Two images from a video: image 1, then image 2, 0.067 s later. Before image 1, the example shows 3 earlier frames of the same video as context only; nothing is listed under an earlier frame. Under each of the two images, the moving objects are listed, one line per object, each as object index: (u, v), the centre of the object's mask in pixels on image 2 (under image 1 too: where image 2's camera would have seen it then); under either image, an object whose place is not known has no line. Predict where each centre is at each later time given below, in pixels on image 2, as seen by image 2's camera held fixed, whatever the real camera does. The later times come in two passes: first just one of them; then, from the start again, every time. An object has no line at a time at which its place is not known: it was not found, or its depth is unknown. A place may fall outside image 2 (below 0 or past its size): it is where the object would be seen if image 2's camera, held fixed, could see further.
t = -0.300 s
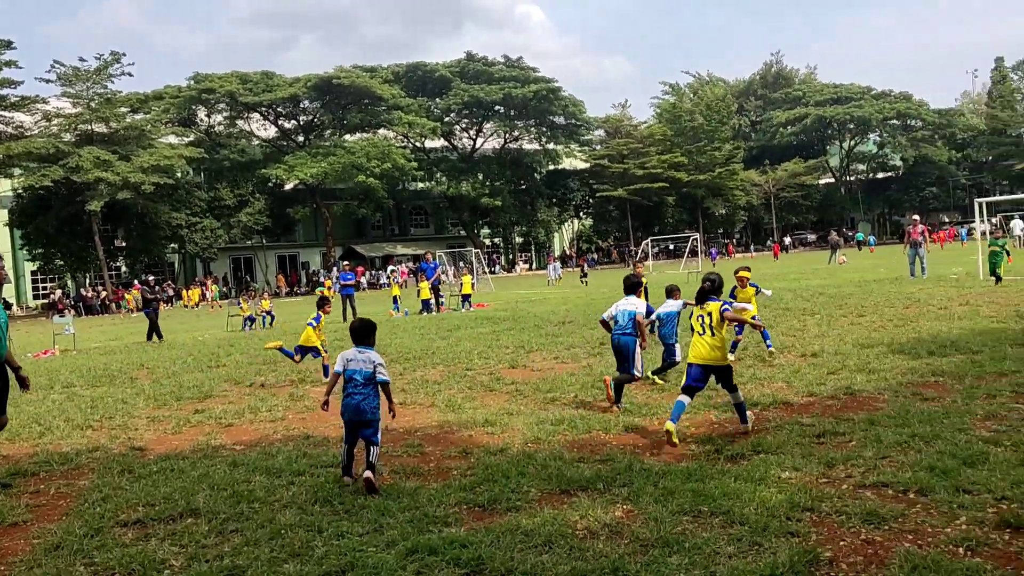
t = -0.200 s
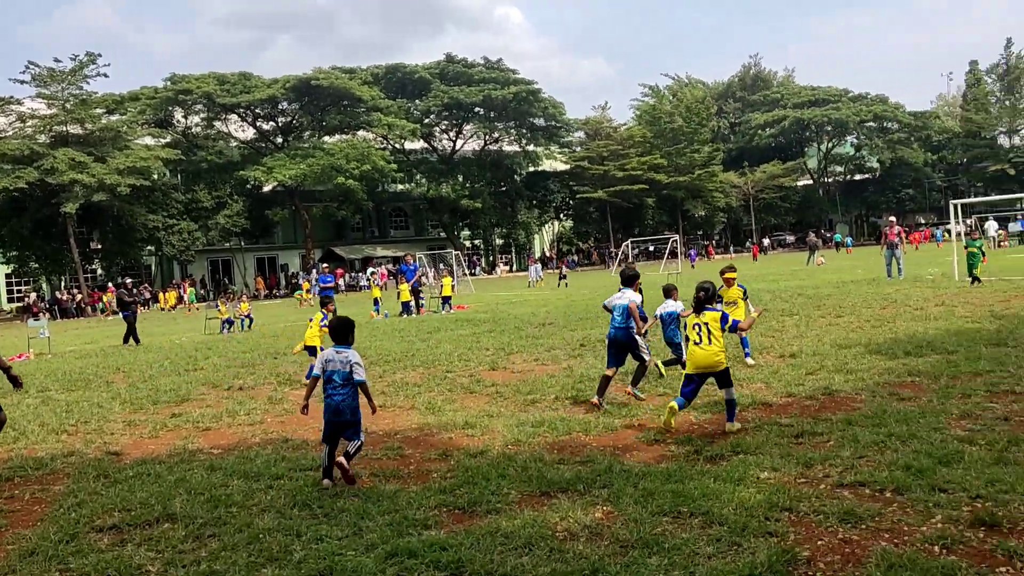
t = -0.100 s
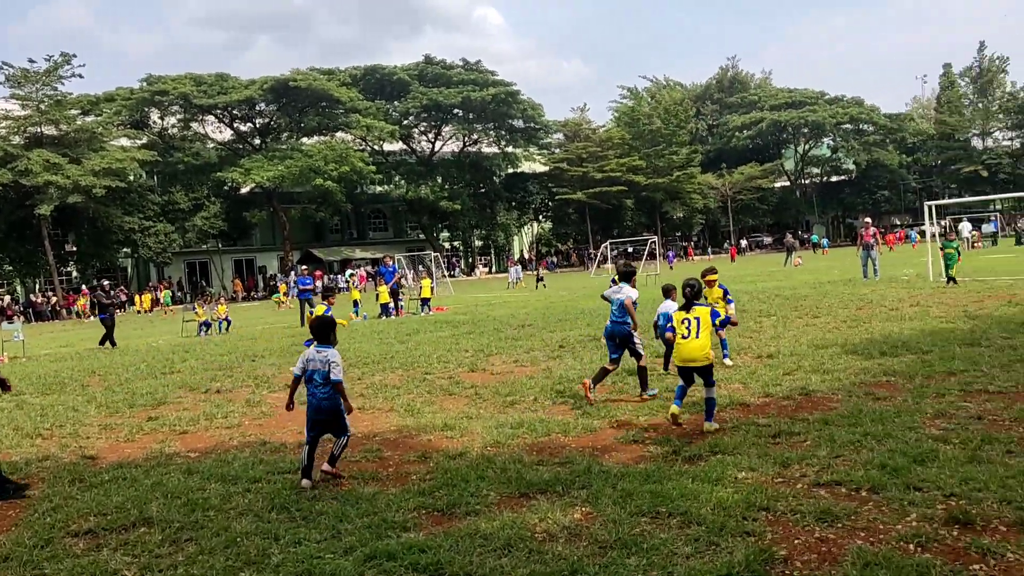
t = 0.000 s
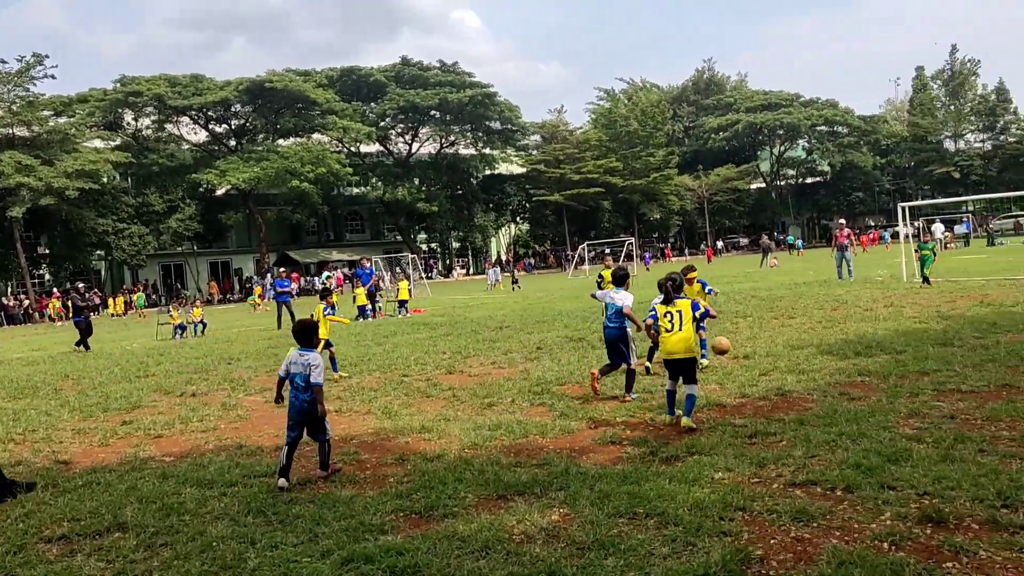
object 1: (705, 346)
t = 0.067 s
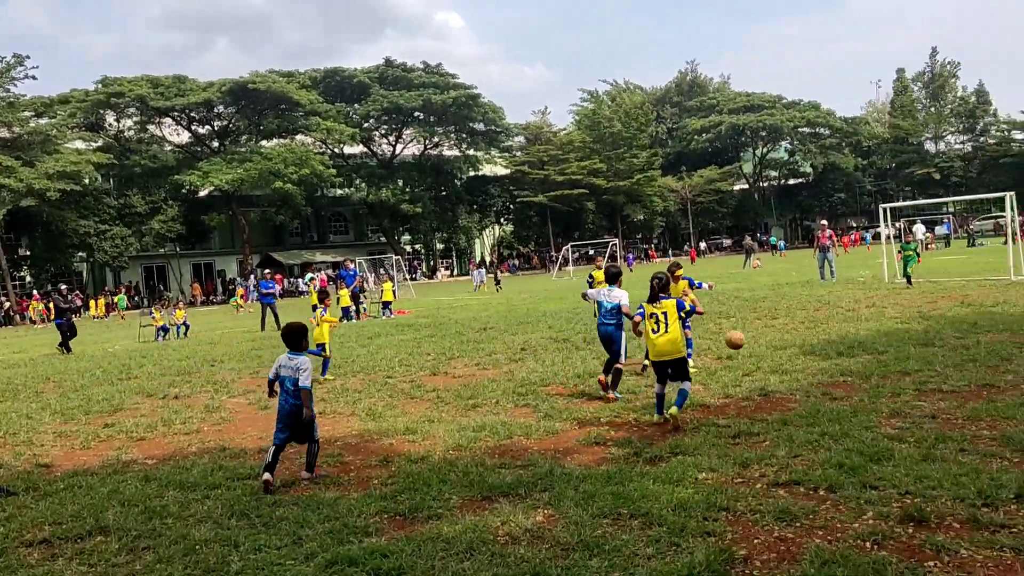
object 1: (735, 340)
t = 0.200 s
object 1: (800, 338)
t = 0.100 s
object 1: (750, 338)
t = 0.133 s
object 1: (766, 337)
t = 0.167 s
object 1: (782, 337)
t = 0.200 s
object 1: (800, 338)
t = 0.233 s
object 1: (815, 341)
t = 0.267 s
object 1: (832, 344)
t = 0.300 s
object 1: (851, 348)
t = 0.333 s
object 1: (870, 354)
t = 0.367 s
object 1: (888, 361)
